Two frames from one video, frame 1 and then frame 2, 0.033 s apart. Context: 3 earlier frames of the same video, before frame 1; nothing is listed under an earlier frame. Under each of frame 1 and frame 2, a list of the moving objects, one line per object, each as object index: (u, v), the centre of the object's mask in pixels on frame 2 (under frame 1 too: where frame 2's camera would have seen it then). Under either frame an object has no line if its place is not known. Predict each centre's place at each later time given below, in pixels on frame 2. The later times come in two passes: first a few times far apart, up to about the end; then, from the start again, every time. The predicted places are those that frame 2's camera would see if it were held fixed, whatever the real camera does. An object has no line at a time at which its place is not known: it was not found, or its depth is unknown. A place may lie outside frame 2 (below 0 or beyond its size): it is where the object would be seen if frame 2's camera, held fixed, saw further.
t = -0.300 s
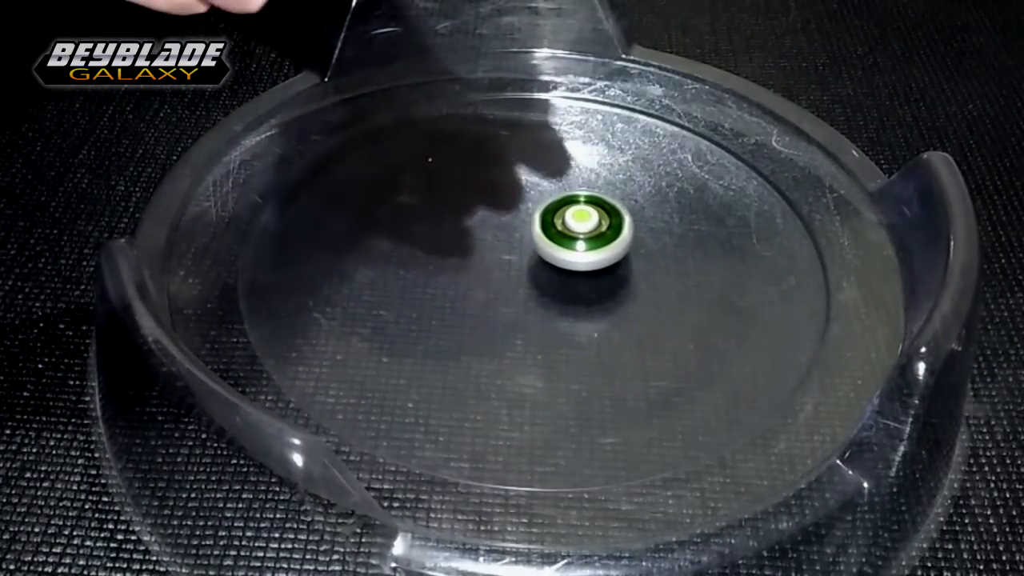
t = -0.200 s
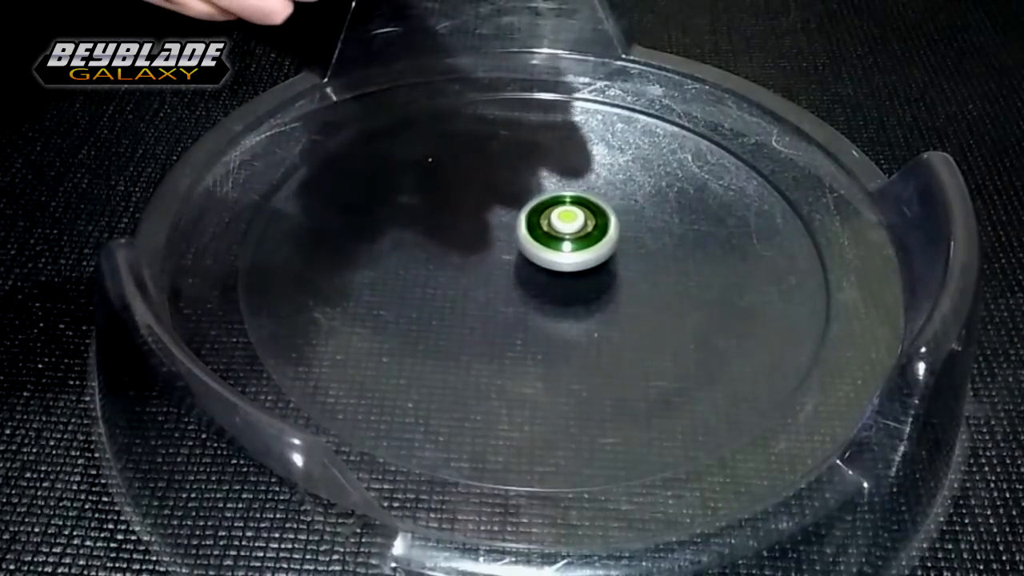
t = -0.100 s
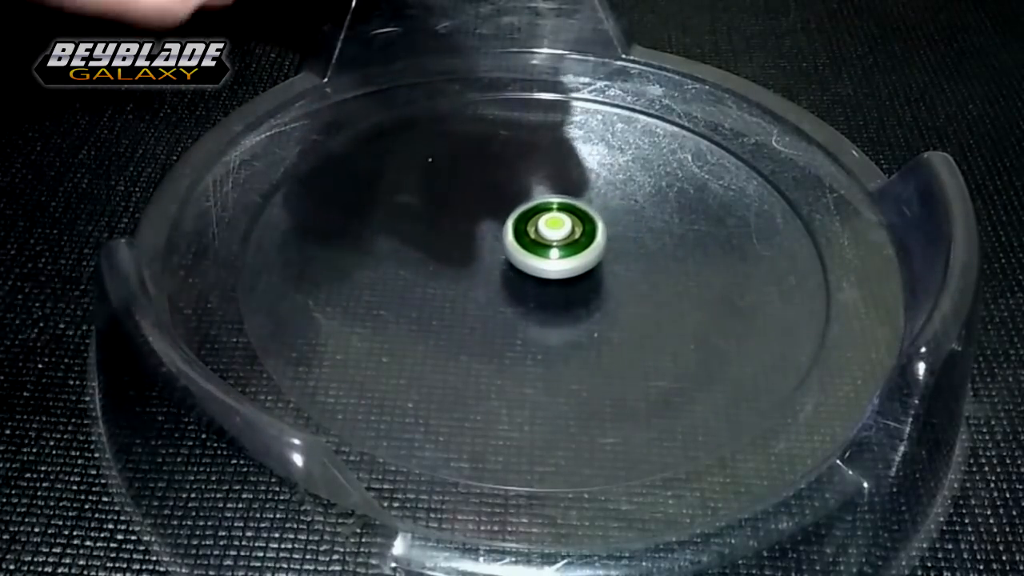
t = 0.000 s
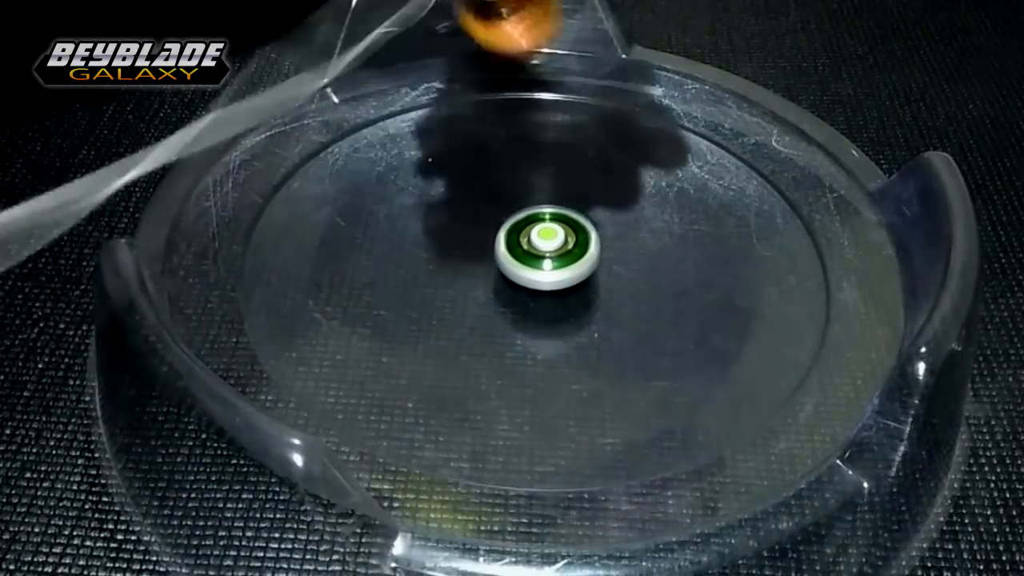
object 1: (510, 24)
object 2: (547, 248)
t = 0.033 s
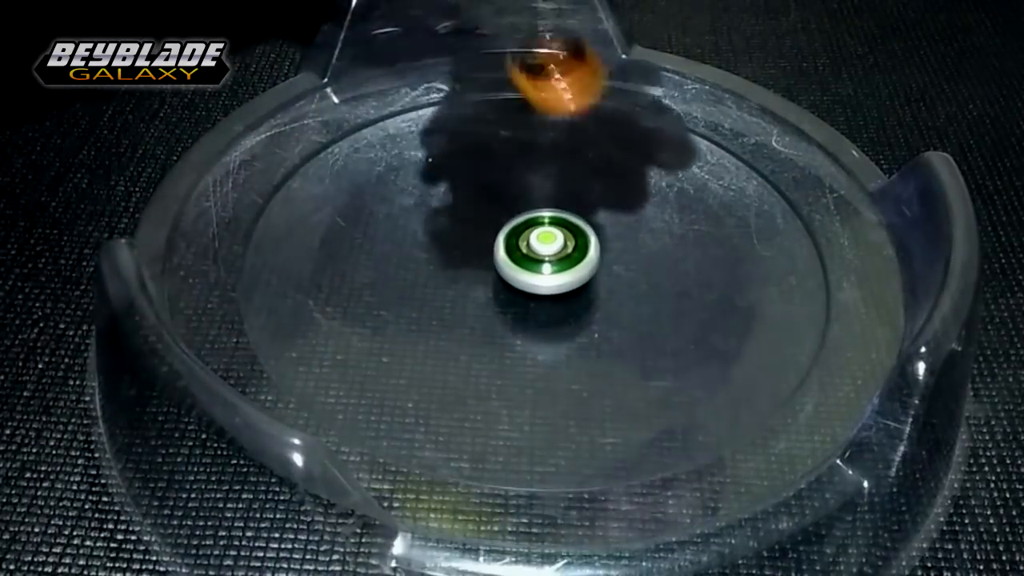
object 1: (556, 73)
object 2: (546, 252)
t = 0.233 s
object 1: (744, 173)
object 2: (555, 270)
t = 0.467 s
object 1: (776, 269)
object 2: (582, 282)
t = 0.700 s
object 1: (802, 244)
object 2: (602, 277)
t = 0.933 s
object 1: (660, 200)
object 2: (602, 269)
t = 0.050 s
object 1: (579, 92)
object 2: (546, 255)
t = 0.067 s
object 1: (597, 84)
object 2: (547, 256)
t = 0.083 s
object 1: (615, 82)
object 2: (548, 257)
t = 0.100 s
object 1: (632, 84)
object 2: (550, 260)
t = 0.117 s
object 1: (652, 89)
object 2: (551, 261)
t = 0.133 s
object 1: (669, 101)
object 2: (551, 263)
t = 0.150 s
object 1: (687, 119)
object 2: (552, 264)
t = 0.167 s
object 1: (704, 133)
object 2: (552, 266)
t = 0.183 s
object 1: (716, 140)
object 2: (553, 267)
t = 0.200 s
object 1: (728, 152)
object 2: (554, 268)
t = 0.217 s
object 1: (737, 161)
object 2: (555, 270)
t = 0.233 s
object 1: (744, 173)
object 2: (555, 270)
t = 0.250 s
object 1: (750, 184)
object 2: (557, 271)
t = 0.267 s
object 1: (755, 194)
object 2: (558, 272)
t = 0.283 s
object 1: (758, 204)
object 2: (560, 273)
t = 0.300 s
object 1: (761, 213)
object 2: (561, 274)
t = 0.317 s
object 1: (763, 221)
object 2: (564, 275)
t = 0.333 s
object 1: (765, 229)
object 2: (565, 276)
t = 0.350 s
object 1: (767, 237)
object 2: (568, 277)
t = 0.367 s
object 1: (769, 244)
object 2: (570, 278)
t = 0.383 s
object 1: (770, 249)
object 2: (572, 279)
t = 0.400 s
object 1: (771, 255)
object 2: (574, 279)
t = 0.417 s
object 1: (772, 259)
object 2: (576, 280)
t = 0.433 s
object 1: (774, 263)
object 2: (578, 281)
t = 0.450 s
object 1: (775, 266)
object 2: (580, 281)
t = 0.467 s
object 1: (776, 269)
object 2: (582, 282)
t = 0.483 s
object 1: (778, 271)
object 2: (584, 282)
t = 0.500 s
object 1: (780, 272)
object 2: (586, 282)
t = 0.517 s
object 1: (781, 273)
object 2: (588, 282)
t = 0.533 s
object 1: (783, 273)
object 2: (589, 282)
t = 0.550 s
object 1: (785, 273)
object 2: (591, 282)
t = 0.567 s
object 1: (788, 272)
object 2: (593, 281)
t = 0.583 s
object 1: (790, 270)
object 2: (594, 281)
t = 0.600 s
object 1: (792, 268)
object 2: (596, 280)
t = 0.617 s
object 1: (794, 265)
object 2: (597, 280)
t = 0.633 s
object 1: (796, 262)
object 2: (598, 279)
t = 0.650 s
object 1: (798, 258)
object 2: (599, 279)
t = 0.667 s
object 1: (800, 254)
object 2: (600, 278)
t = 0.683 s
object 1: (801, 249)
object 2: (601, 278)
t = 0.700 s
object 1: (802, 244)
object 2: (602, 277)
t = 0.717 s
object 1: (802, 239)
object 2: (603, 277)
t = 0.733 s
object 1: (800, 233)
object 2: (603, 276)
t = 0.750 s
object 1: (796, 227)
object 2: (603, 275)
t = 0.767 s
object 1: (791, 220)
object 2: (604, 275)
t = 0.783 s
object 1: (785, 214)
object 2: (604, 274)
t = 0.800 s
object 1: (778, 209)
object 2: (604, 274)
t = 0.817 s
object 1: (771, 204)
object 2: (604, 273)
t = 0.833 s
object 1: (761, 200)
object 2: (604, 272)
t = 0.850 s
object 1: (749, 198)
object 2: (604, 272)
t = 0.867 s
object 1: (735, 198)
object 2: (604, 271)
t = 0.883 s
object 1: (720, 196)
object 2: (603, 271)
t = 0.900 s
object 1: (701, 196)
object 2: (603, 270)
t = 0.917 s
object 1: (681, 197)
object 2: (603, 269)
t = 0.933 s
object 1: (660, 200)
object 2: (602, 269)
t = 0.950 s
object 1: (638, 201)
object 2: (601, 269)
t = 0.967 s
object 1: (617, 202)
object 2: (598, 272)
